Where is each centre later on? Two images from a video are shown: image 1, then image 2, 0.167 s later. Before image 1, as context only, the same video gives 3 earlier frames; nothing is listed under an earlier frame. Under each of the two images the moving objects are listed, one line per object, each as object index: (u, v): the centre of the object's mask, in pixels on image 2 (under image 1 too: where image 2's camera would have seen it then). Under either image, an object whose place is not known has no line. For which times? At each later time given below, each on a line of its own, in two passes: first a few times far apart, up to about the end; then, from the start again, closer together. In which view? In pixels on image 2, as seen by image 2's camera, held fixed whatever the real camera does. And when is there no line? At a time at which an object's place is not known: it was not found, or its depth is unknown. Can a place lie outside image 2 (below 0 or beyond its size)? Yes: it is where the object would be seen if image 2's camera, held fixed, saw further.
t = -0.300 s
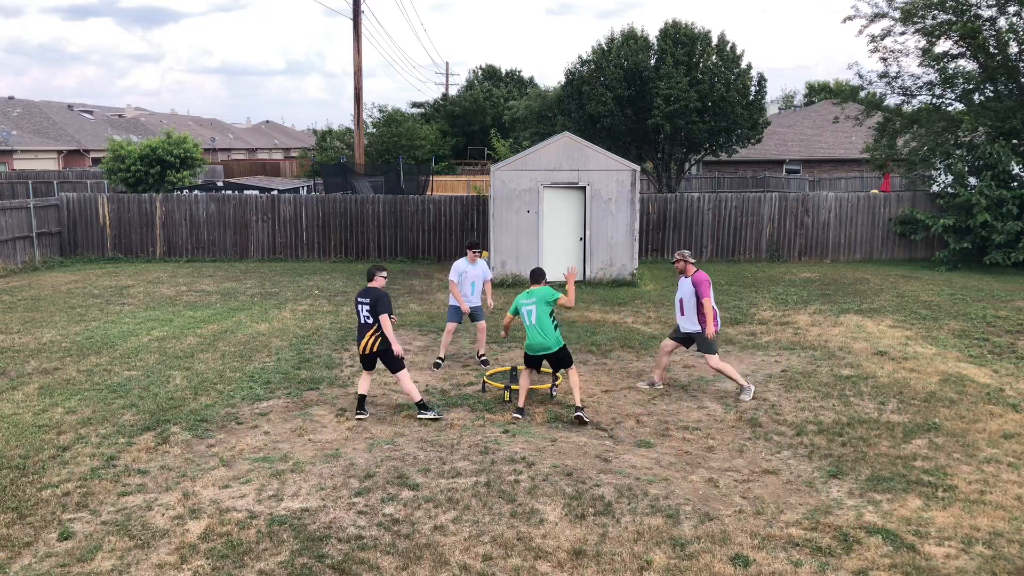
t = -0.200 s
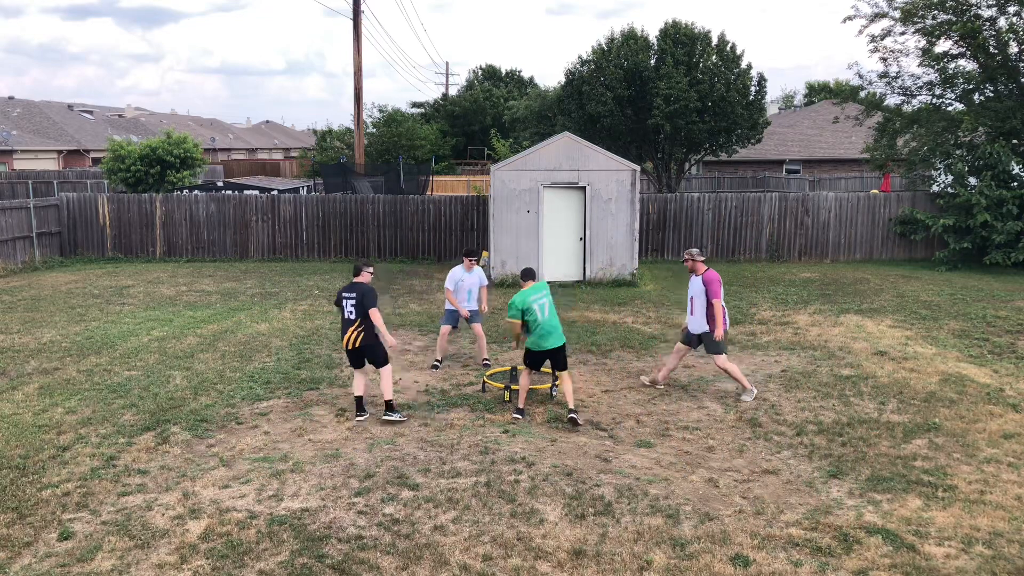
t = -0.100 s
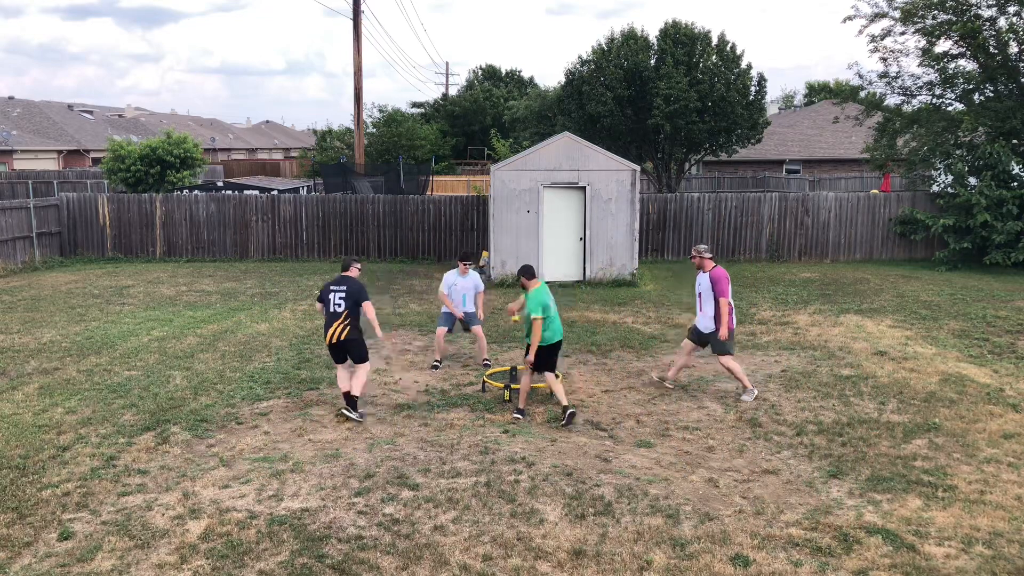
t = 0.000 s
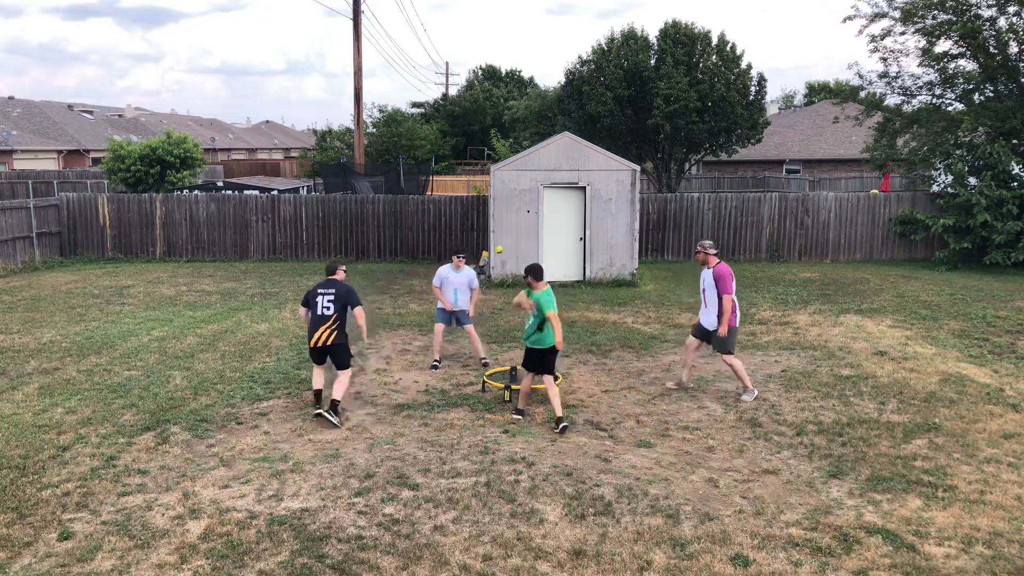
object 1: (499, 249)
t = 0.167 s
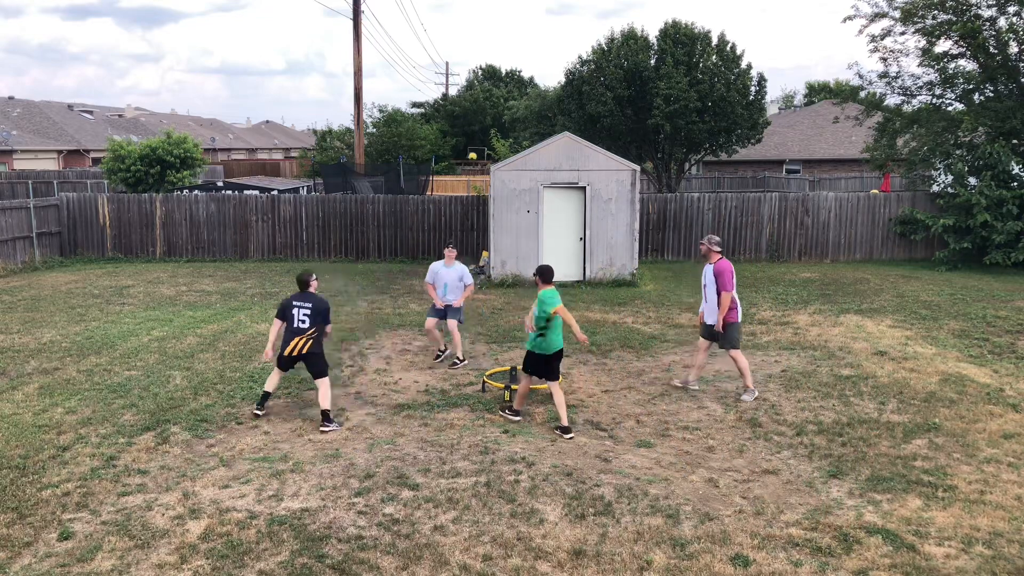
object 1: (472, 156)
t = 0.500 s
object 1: (425, 53)
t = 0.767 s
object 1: (392, 39)
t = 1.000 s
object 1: (369, 70)
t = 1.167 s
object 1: (356, 111)
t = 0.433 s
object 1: (433, 65)
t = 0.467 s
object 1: (429, 59)
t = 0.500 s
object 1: (425, 53)
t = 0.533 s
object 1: (421, 48)
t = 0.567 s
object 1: (416, 44)
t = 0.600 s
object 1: (412, 41)
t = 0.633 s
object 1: (408, 39)
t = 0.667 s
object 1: (404, 38)
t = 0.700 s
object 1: (400, 38)
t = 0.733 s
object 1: (396, 38)
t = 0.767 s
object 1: (392, 39)
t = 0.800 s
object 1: (389, 42)
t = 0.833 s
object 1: (385, 44)
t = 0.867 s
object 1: (382, 48)
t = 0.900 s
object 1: (379, 52)
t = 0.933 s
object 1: (375, 58)
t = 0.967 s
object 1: (372, 63)
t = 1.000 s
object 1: (369, 70)
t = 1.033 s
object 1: (366, 76)
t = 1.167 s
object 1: (356, 111)
